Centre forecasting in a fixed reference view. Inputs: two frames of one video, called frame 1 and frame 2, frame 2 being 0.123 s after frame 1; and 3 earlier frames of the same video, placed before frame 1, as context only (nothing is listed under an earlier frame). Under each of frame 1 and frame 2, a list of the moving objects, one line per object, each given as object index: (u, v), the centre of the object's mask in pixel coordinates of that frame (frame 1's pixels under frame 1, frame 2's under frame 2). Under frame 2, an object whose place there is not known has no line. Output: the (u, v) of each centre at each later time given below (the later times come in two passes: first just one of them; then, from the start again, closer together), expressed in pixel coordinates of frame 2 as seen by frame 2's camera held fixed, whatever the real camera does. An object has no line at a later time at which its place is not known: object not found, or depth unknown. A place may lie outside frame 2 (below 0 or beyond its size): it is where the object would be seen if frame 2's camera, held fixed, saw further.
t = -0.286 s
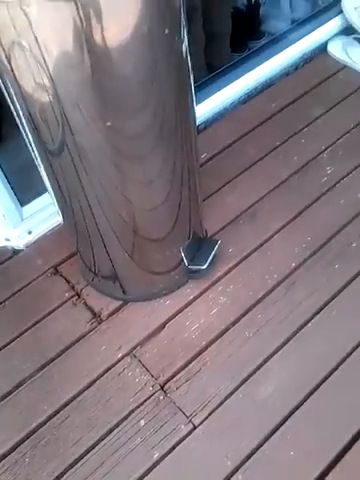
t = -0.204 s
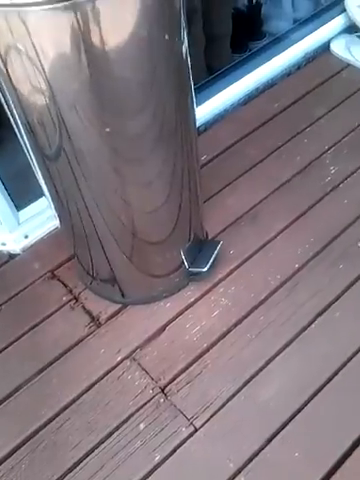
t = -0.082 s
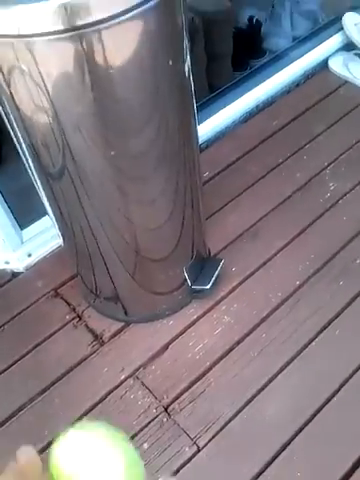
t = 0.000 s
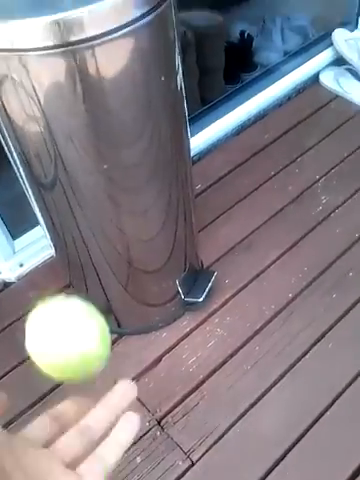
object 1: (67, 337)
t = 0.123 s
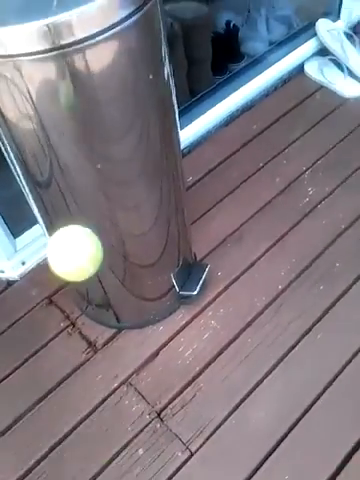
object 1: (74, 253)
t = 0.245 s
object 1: (96, 272)
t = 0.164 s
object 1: (82, 249)
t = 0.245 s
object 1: (96, 272)
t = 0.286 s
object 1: (96, 314)
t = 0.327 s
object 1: (97, 358)
